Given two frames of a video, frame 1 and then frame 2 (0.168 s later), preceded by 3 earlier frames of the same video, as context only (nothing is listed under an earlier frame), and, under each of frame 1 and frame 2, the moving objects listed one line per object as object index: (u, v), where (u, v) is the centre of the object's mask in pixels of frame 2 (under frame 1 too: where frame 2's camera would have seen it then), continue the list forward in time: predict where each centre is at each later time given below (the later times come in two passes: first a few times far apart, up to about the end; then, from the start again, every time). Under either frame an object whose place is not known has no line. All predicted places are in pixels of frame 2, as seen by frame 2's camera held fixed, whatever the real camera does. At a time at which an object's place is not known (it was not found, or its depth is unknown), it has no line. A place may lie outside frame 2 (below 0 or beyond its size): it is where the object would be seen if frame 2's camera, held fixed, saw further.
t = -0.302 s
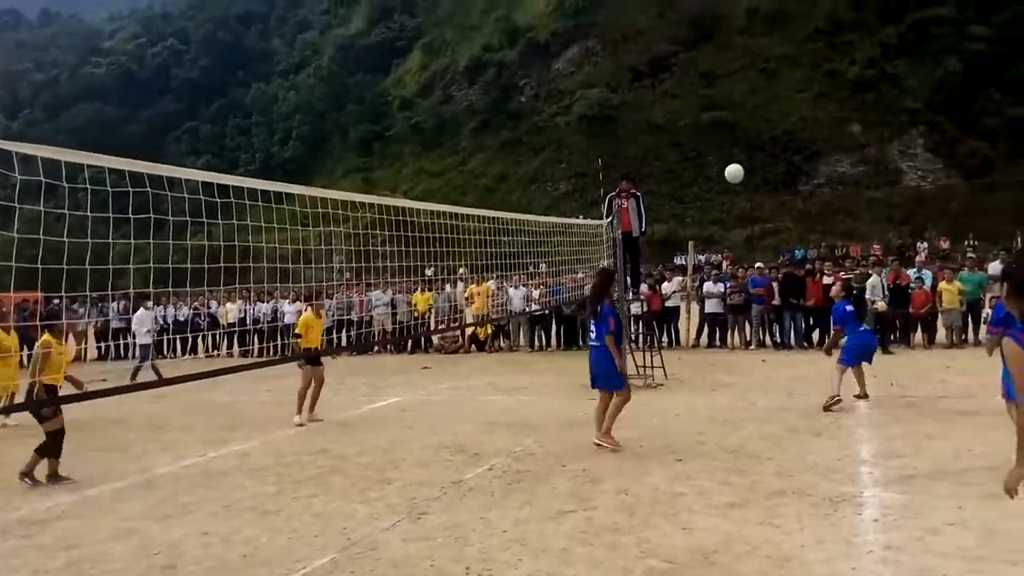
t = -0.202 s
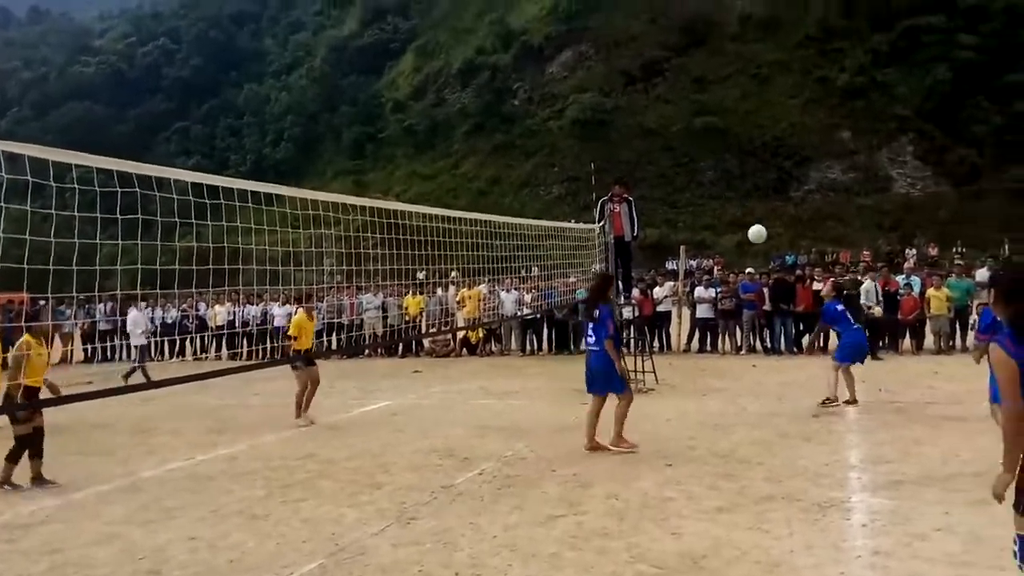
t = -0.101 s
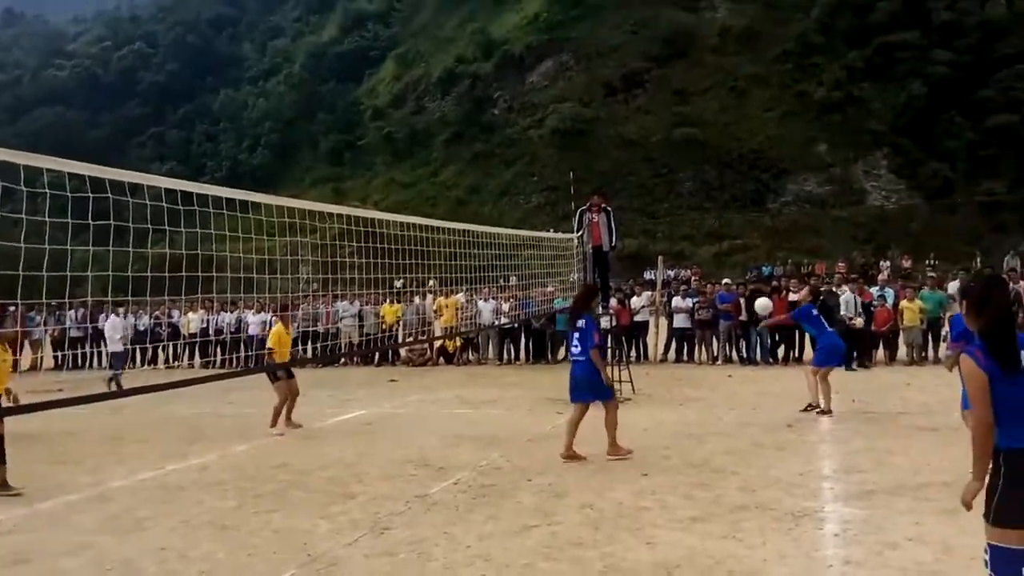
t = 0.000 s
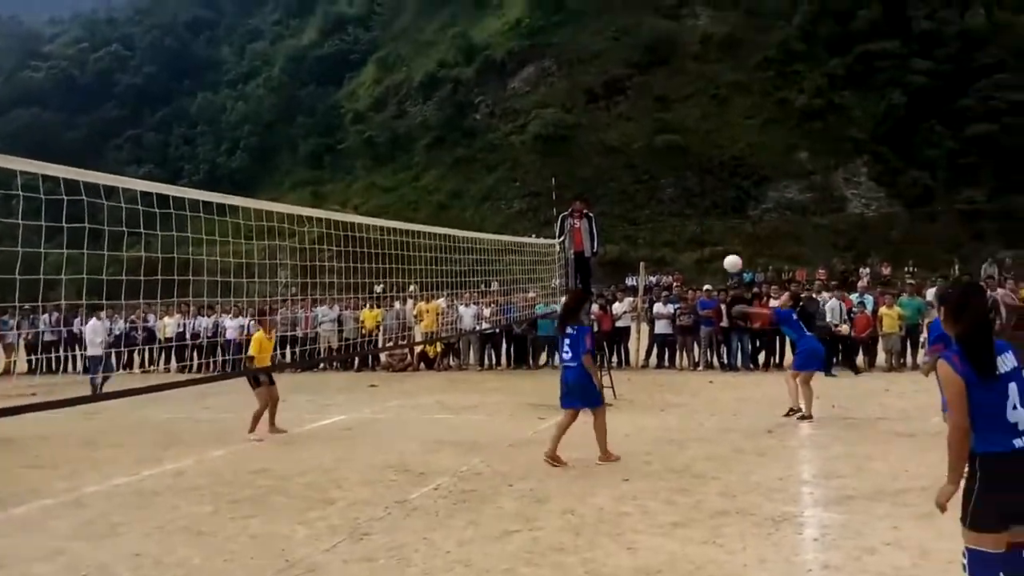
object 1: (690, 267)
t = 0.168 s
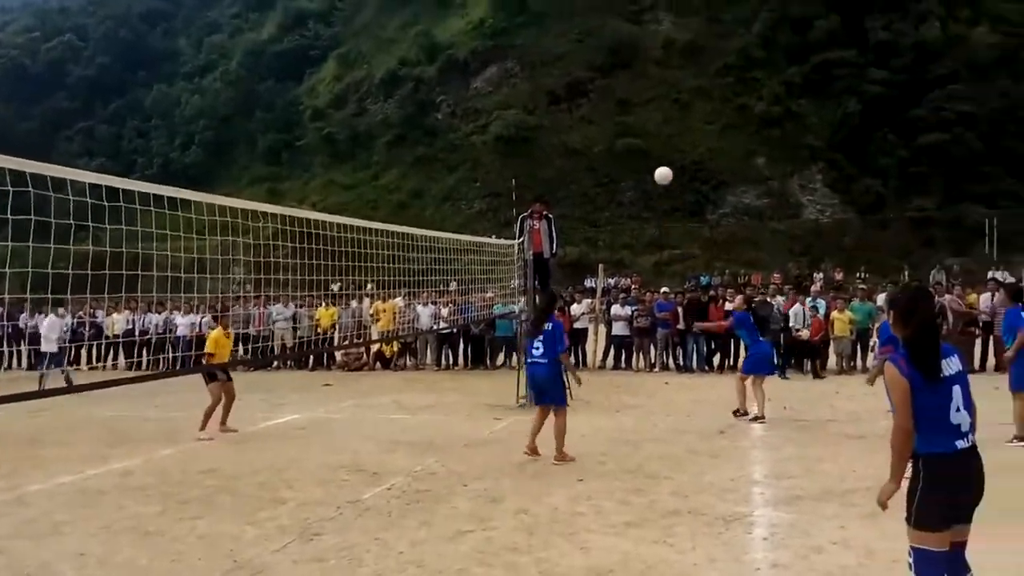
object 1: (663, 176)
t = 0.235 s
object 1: (652, 144)
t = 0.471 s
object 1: (615, 60)
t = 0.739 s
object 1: (569, 19)
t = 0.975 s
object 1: (524, 40)
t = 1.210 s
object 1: (478, 121)
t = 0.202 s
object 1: (658, 159)
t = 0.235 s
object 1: (652, 144)
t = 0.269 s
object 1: (647, 130)
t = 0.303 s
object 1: (642, 116)
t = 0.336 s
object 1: (636, 103)
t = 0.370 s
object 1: (632, 91)
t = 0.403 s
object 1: (626, 80)
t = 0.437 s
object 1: (621, 69)
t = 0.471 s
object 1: (615, 60)
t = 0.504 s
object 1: (610, 52)
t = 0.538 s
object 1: (604, 44)
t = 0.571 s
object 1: (599, 37)
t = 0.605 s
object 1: (592, 32)
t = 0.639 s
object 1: (587, 27)
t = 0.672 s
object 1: (581, 23)
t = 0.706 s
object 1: (575, 21)
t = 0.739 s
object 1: (569, 19)
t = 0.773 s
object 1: (563, 18)
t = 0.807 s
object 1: (557, 19)
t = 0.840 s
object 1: (550, 21)
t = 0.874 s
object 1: (544, 24)
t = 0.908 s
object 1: (538, 27)
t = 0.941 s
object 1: (531, 33)
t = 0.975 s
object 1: (524, 40)
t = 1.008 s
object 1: (518, 47)
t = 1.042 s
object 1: (512, 56)
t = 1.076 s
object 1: (505, 67)
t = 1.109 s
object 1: (498, 79)
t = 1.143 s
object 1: (492, 92)
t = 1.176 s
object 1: (486, 106)
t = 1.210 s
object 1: (478, 121)
